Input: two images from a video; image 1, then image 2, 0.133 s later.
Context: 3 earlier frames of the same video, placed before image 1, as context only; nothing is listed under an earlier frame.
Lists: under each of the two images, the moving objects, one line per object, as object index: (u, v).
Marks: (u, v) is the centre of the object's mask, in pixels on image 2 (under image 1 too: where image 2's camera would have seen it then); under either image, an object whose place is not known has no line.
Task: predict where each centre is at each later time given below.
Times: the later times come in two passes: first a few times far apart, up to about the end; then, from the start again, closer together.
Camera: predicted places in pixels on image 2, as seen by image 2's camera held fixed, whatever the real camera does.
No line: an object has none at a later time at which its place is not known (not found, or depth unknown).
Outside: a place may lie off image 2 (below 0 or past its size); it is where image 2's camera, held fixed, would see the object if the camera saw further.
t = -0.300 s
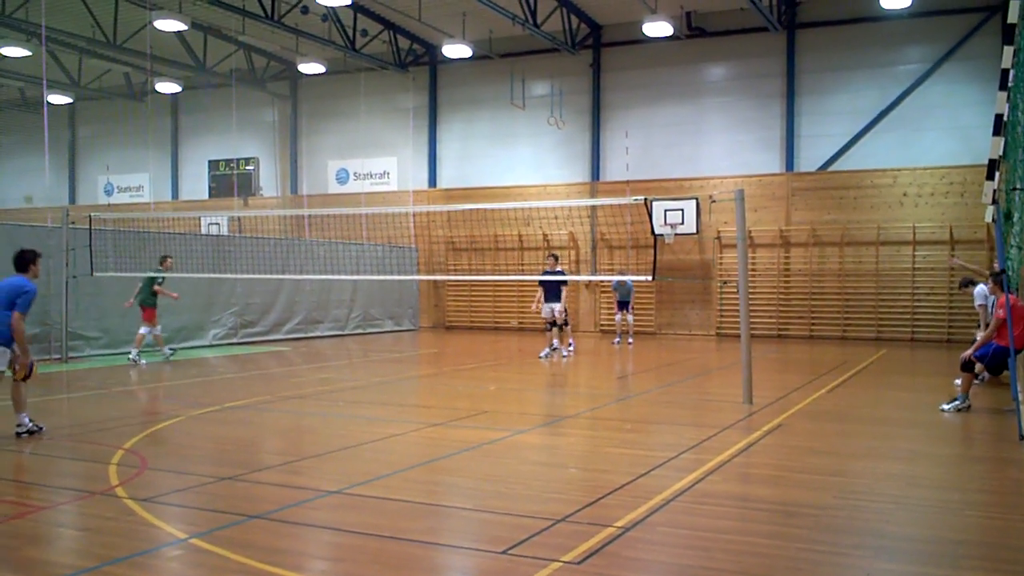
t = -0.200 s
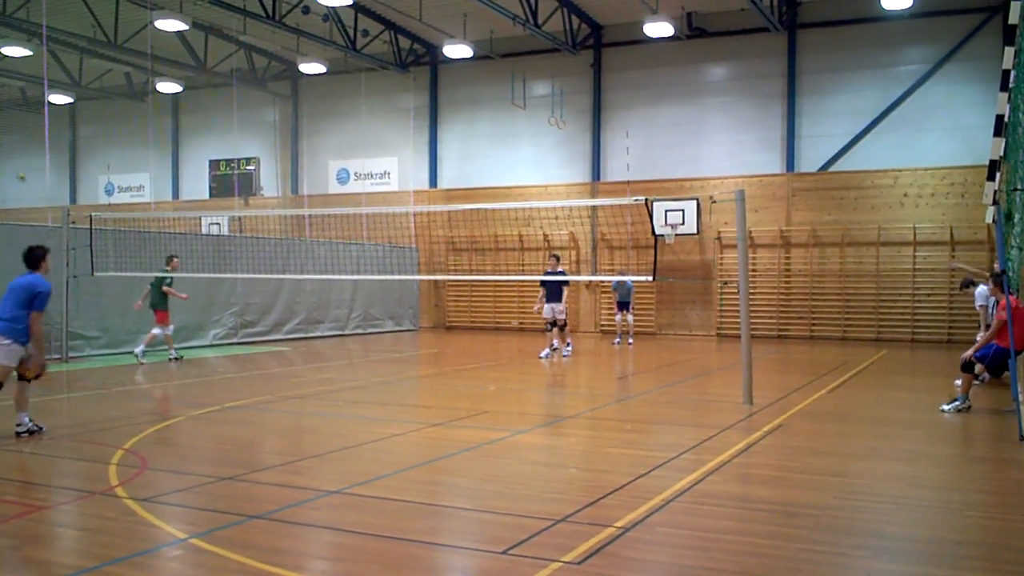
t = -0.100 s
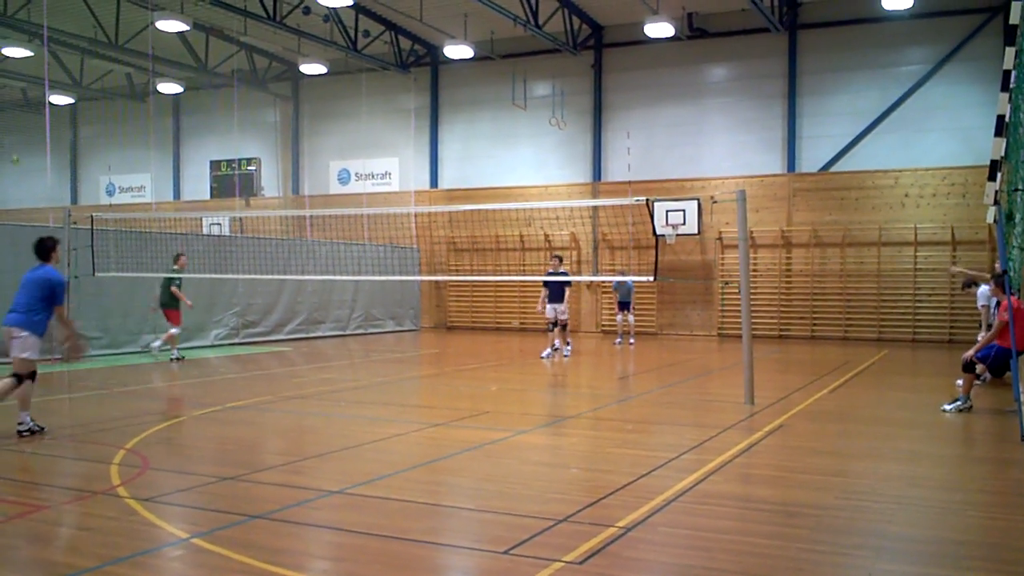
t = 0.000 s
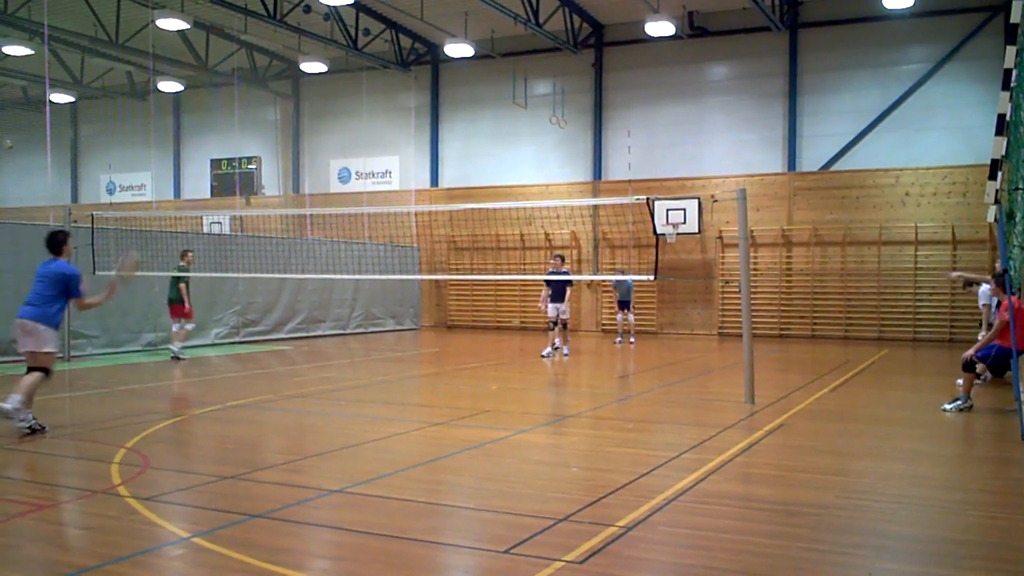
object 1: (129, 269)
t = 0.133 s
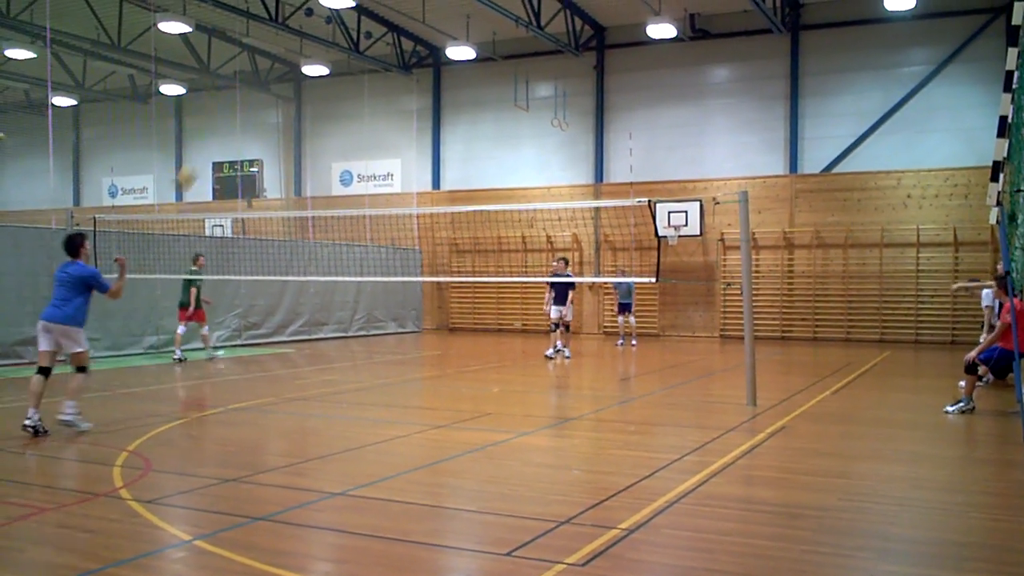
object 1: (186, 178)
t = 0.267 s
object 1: (234, 107)
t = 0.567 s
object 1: (319, 35)
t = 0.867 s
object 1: (386, 38)
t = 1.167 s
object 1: (443, 98)
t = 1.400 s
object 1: (483, 173)
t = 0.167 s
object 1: (200, 156)
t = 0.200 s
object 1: (211, 139)
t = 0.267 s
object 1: (234, 107)
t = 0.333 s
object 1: (254, 84)
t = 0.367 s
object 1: (264, 74)
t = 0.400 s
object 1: (276, 63)
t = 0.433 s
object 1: (284, 55)
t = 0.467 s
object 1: (297, 47)
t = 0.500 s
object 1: (302, 43)
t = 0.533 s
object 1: (311, 39)
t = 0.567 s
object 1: (319, 35)
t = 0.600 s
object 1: (327, 32)
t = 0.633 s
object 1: (336, 29)
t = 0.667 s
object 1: (343, 29)
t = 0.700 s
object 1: (350, 28)
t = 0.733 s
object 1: (359, 29)
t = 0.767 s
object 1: (365, 31)
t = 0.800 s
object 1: (372, 32)
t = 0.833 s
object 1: (380, 35)
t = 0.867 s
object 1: (386, 38)
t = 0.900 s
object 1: (393, 42)
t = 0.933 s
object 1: (399, 47)
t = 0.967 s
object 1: (405, 52)
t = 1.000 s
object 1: (413, 59)
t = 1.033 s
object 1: (418, 64)
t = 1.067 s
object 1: (425, 72)
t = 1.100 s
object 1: (431, 80)
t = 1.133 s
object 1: (436, 88)
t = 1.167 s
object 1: (443, 98)
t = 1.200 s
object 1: (448, 105)
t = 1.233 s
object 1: (456, 116)
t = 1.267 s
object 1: (461, 127)
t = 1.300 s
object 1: (467, 138)
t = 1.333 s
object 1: (474, 150)
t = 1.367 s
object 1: (478, 161)
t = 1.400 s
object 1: (483, 173)
